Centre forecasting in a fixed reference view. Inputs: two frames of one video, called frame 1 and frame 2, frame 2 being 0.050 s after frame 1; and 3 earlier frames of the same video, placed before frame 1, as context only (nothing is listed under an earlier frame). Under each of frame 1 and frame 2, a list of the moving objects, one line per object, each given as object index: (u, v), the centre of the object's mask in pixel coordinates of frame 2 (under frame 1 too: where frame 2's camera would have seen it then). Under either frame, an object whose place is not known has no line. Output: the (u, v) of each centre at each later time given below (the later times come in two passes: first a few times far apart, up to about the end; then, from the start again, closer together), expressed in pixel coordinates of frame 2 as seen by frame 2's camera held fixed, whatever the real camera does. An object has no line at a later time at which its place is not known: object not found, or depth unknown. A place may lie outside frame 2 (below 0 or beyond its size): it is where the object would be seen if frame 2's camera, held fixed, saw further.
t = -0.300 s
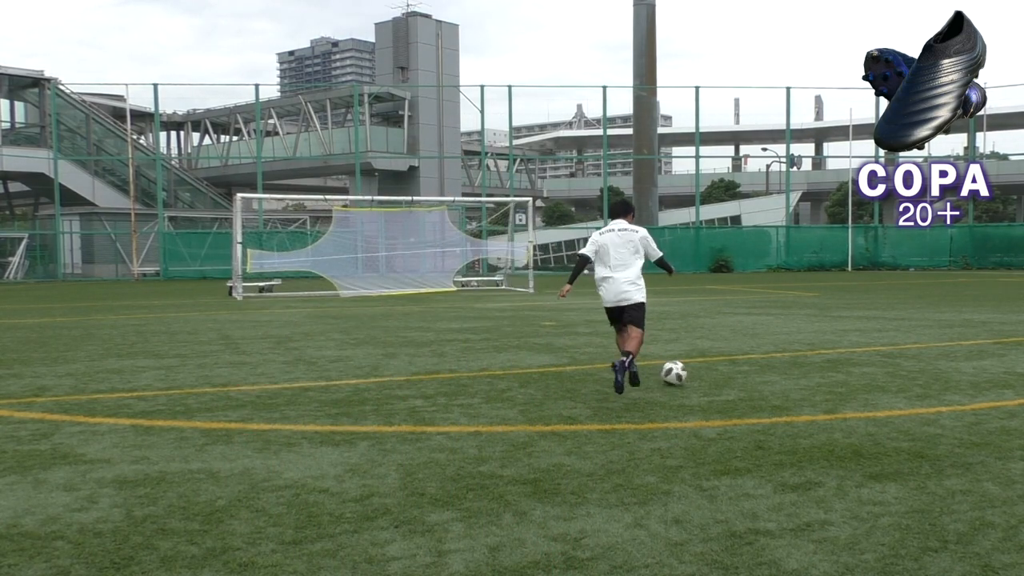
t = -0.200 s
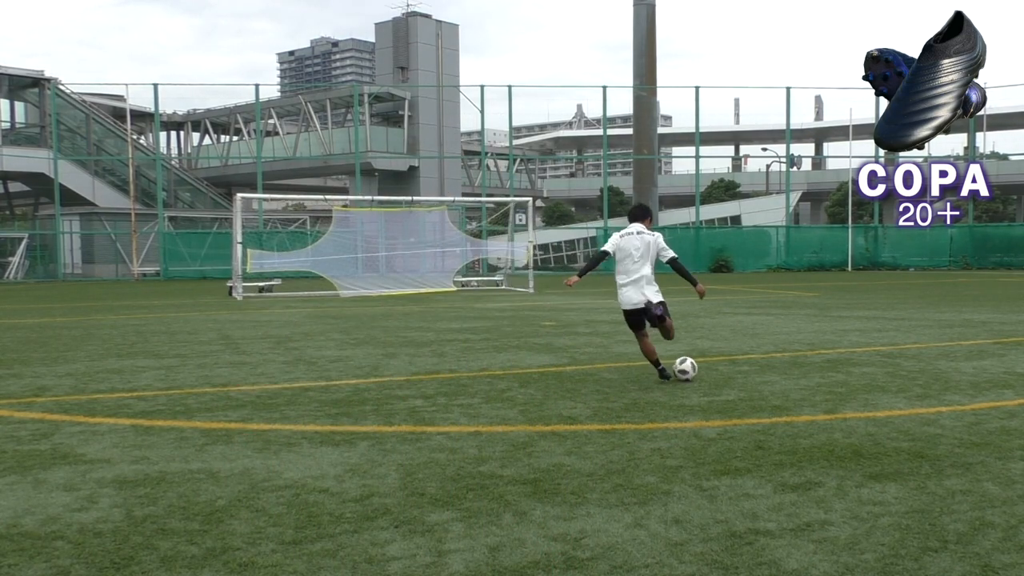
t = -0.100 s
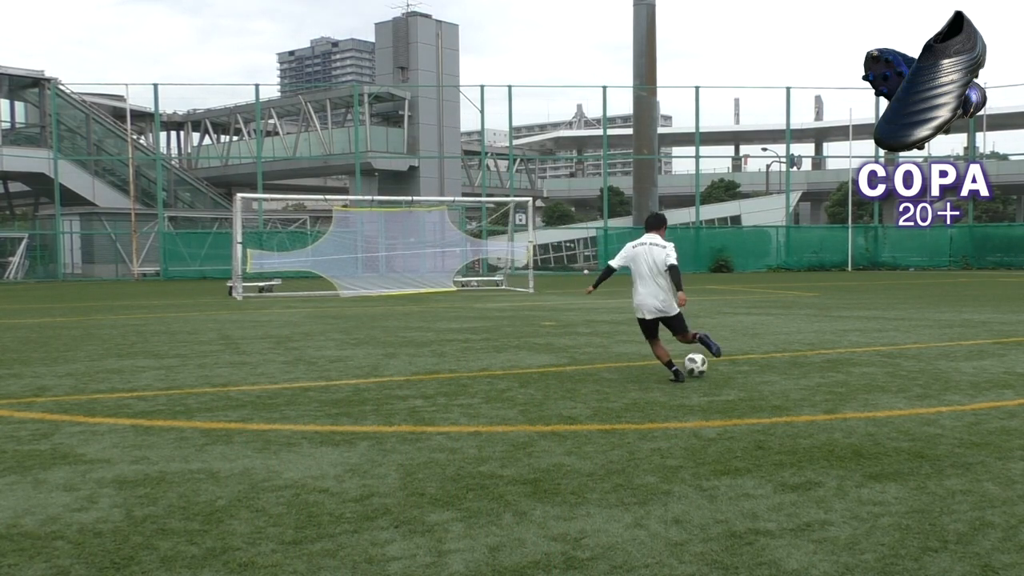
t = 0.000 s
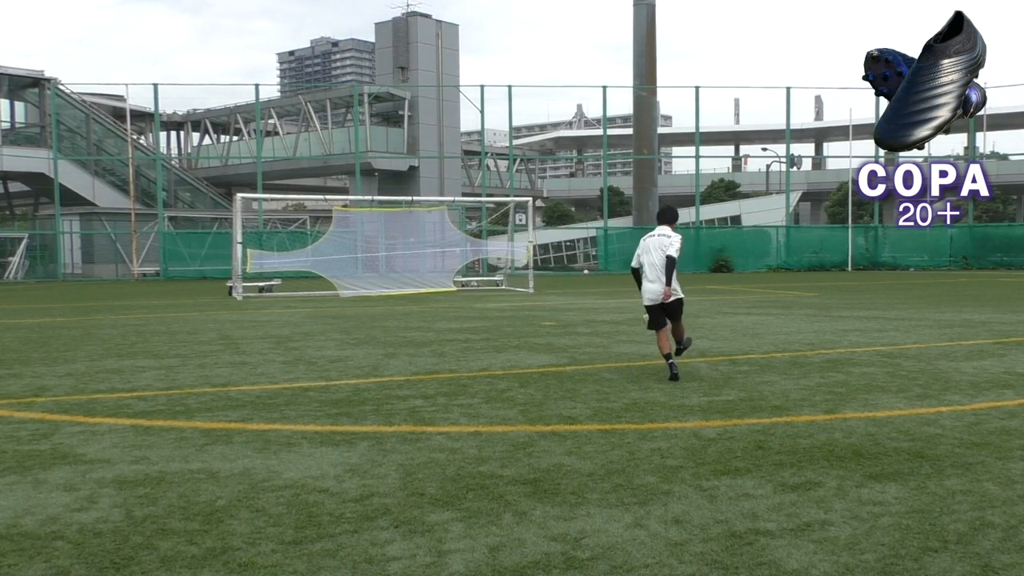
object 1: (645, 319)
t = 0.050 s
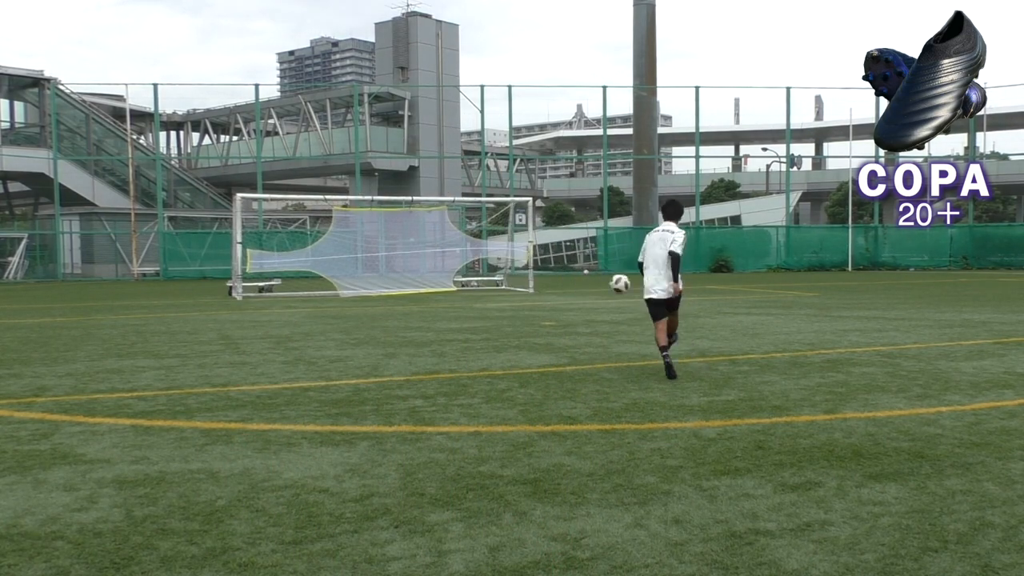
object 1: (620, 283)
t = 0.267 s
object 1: (505, 195)
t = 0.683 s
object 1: (375, 155)
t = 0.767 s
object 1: (356, 158)
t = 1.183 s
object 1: (279, 208)
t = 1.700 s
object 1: (245, 279)
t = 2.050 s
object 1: (282, 291)
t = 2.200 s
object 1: (293, 288)
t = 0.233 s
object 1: (520, 204)
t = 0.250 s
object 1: (513, 198)
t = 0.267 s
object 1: (505, 195)
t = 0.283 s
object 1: (499, 190)
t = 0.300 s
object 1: (492, 186)
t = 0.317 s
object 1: (485, 182)
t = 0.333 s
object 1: (479, 179)
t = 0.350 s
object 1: (473, 177)
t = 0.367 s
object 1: (467, 174)
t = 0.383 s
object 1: (461, 170)
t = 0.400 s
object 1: (455, 168)
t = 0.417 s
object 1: (449, 166)
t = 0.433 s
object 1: (444, 164)
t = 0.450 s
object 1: (439, 162)
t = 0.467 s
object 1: (433, 161)
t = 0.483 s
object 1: (428, 159)
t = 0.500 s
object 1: (423, 158)
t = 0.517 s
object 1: (418, 158)
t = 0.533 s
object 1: (414, 158)
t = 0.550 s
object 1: (409, 156)
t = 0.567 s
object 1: (405, 155)
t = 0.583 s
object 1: (400, 154)
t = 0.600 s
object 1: (396, 154)
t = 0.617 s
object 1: (391, 154)
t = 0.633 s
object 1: (388, 154)
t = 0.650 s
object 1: (383, 154)
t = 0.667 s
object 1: (379, 155)
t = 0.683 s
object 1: (375, 155)
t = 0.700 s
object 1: (371, 156)
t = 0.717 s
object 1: (368, 156)
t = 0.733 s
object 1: (364, 157)
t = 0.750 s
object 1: (360, 157)
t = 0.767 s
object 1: (356, 158)
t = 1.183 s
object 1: (279, 208)
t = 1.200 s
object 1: (277, 210)
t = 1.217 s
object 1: (274, 213)
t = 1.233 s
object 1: (272, 216)
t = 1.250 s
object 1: (269, 219)
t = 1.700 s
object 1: (245, 279)
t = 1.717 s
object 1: (246, 279)
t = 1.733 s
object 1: (247, 279)
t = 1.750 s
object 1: (249, 279)
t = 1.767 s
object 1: (251, 279)
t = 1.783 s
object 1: (253, 279)
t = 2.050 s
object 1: (282, 291)
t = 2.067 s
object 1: (283, 290)
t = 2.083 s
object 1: (285, 289)
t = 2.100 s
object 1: (286, 289)
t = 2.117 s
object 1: (287, 288)
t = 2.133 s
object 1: (289, 288)
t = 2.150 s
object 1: (290, 288)
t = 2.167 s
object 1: (290, 288)
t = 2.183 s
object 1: (292, 288)
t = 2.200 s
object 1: (293, 288)
